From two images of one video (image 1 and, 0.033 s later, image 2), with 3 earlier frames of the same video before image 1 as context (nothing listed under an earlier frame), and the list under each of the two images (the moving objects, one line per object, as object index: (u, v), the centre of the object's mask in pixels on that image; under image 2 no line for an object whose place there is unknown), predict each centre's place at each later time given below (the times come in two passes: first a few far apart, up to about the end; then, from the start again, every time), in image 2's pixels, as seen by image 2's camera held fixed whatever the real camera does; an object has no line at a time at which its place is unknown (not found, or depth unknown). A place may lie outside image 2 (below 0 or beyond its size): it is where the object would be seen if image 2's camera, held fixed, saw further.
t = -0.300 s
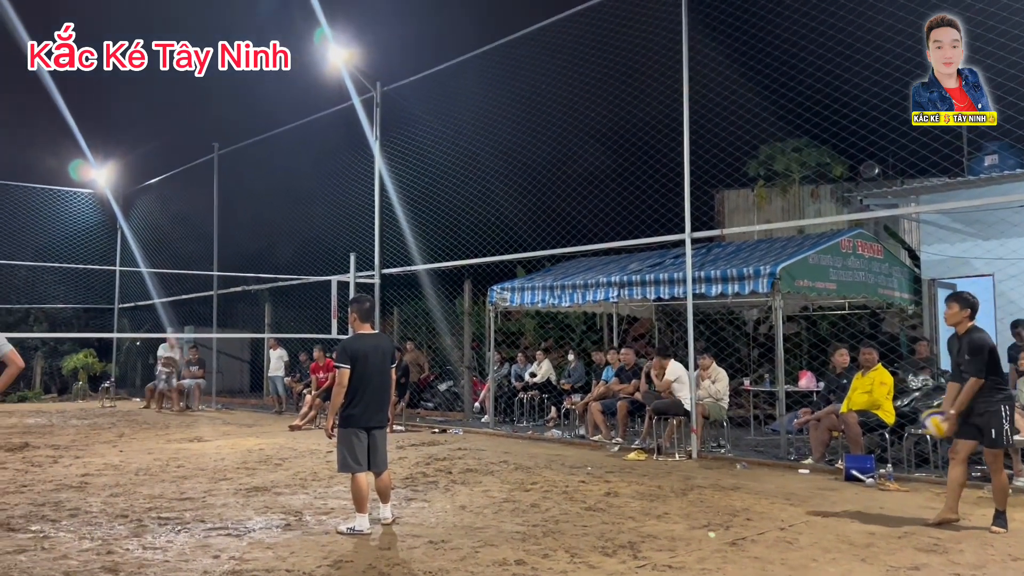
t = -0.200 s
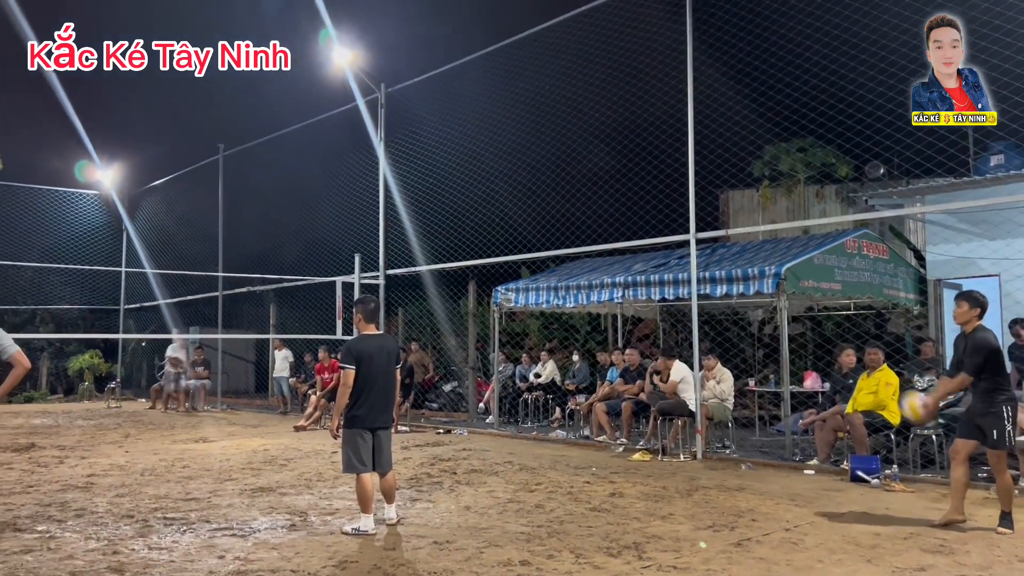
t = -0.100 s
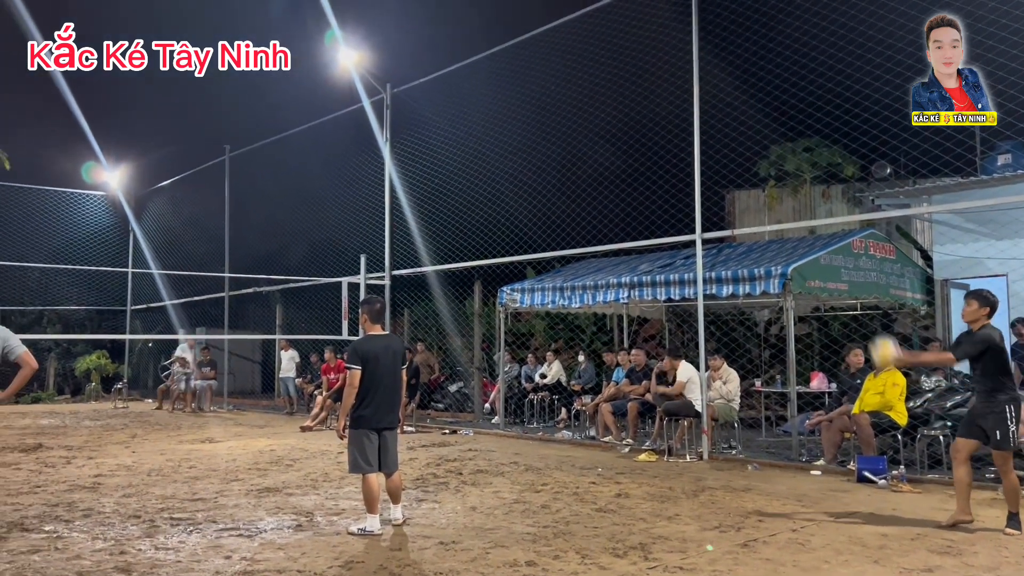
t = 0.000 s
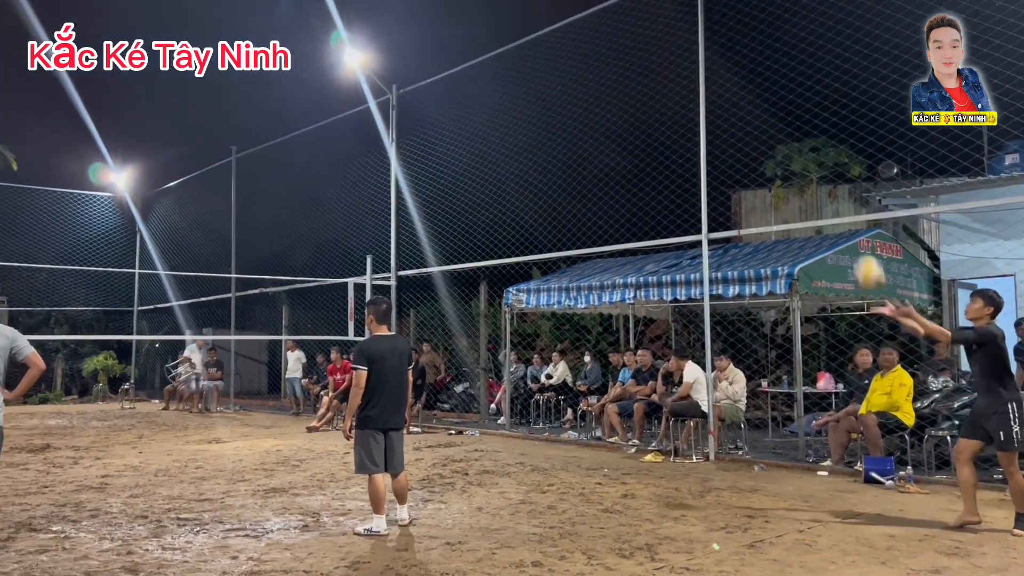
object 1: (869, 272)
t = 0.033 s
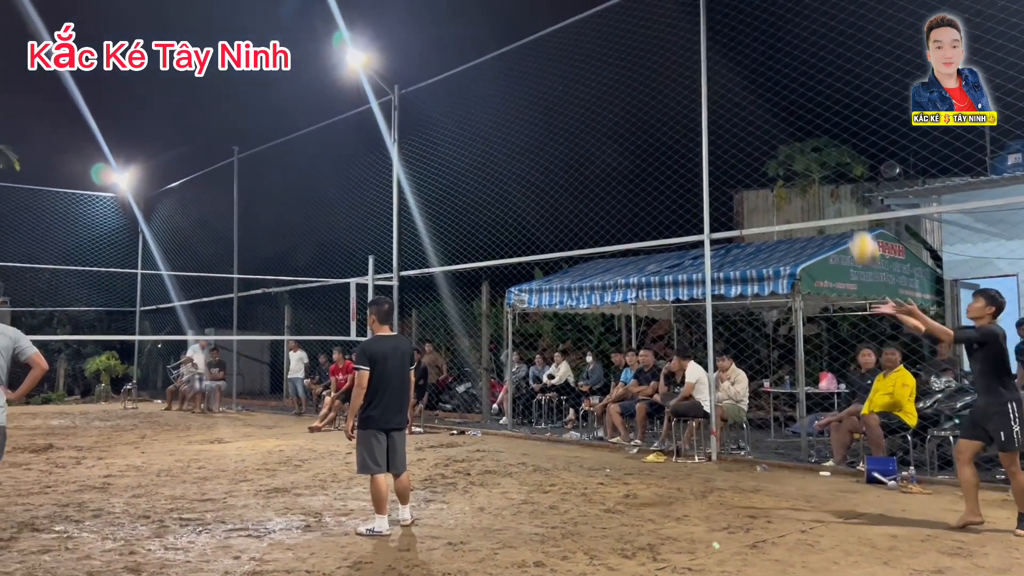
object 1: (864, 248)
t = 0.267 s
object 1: (816, 130)
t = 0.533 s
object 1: (769, 86)
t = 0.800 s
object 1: (727, 128)
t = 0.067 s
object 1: (857, 225)
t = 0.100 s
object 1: (849, 204)
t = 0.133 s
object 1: (843, 186)
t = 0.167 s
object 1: (836, 169)
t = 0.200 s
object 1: (829, 155)
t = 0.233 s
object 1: (822, 141)
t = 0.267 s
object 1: (816, 130)
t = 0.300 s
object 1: (810, 119)
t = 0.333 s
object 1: (804, 110)
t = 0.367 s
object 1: (797, 102)
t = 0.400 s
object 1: (792, 96)
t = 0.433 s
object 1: (786, 92)
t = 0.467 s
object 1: (780, 88)
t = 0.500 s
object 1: (774, 86)
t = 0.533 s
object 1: (769, 86)
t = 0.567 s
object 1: (763, 86)
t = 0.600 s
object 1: (758, 88)
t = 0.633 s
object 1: (753, 92)
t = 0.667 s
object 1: (748, 96)
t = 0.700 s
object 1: (742, 103)
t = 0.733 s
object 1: (737, 110)
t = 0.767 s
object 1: (732, 118)
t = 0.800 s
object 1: (727, 128)
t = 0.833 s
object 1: (723, 140)
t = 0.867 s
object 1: (719, 152)
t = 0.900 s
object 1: (713, 166)
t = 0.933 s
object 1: (709, 181)
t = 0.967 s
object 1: (704, 197)
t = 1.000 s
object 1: (698, 213)
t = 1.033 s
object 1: (694, 230)
